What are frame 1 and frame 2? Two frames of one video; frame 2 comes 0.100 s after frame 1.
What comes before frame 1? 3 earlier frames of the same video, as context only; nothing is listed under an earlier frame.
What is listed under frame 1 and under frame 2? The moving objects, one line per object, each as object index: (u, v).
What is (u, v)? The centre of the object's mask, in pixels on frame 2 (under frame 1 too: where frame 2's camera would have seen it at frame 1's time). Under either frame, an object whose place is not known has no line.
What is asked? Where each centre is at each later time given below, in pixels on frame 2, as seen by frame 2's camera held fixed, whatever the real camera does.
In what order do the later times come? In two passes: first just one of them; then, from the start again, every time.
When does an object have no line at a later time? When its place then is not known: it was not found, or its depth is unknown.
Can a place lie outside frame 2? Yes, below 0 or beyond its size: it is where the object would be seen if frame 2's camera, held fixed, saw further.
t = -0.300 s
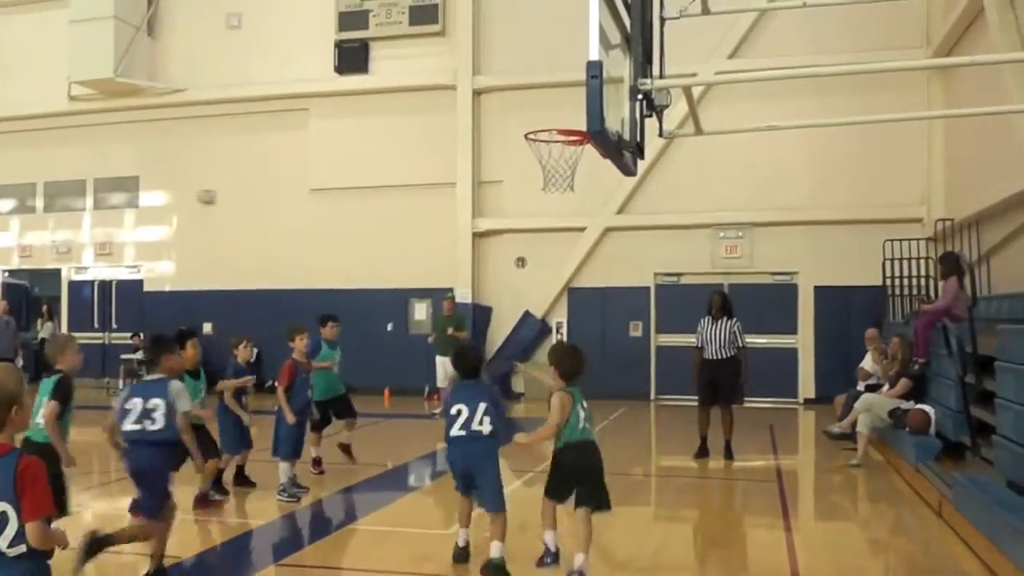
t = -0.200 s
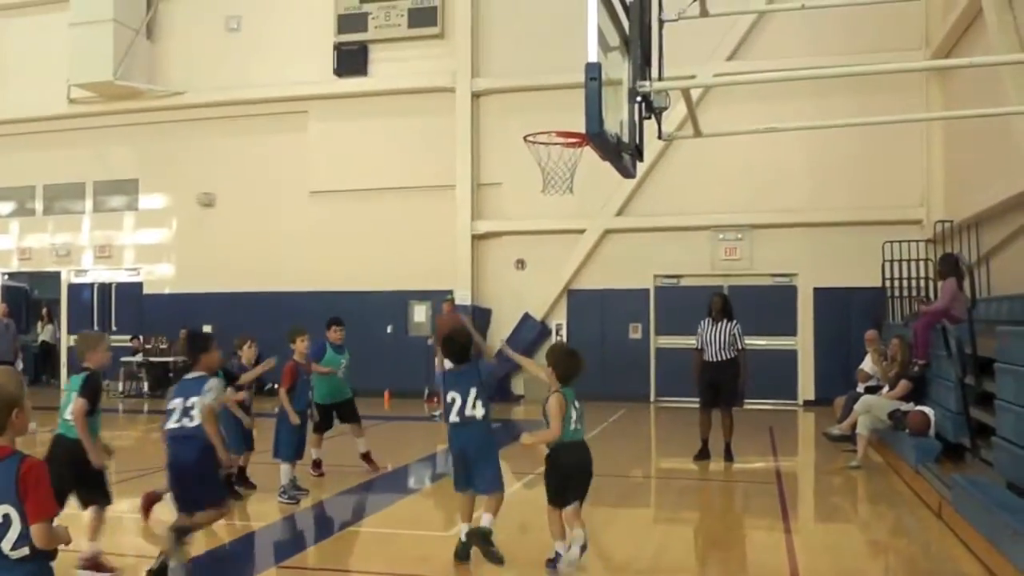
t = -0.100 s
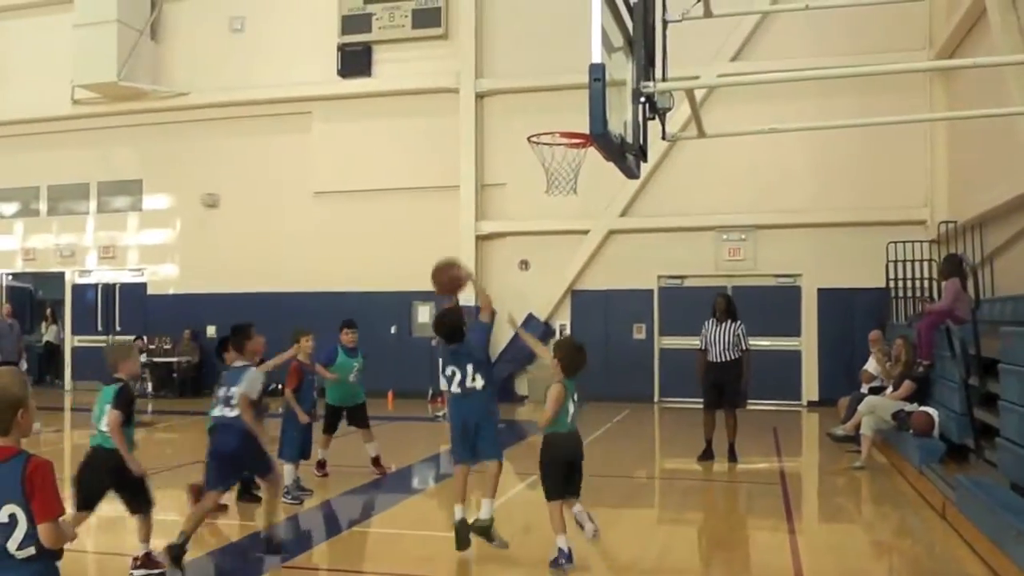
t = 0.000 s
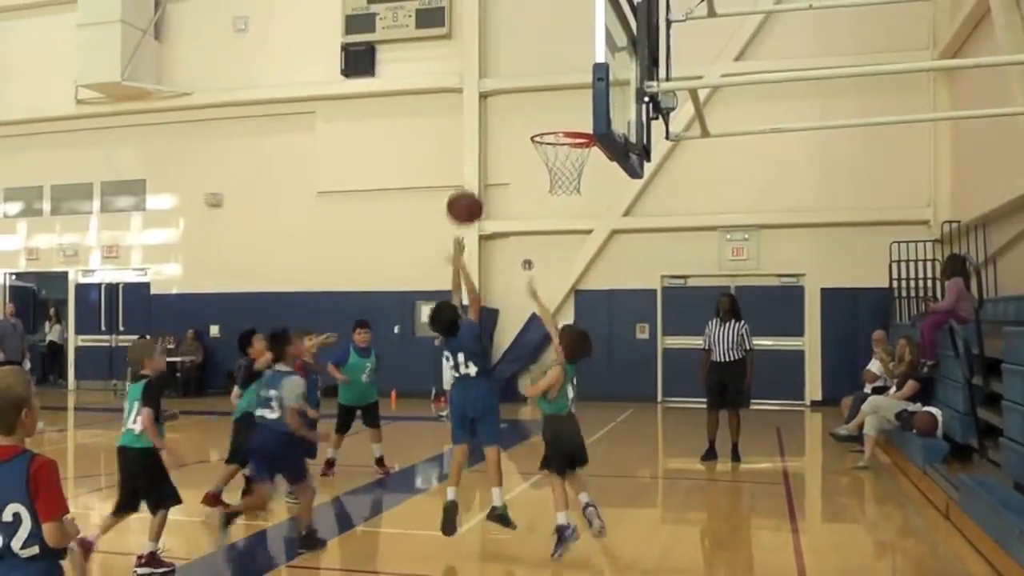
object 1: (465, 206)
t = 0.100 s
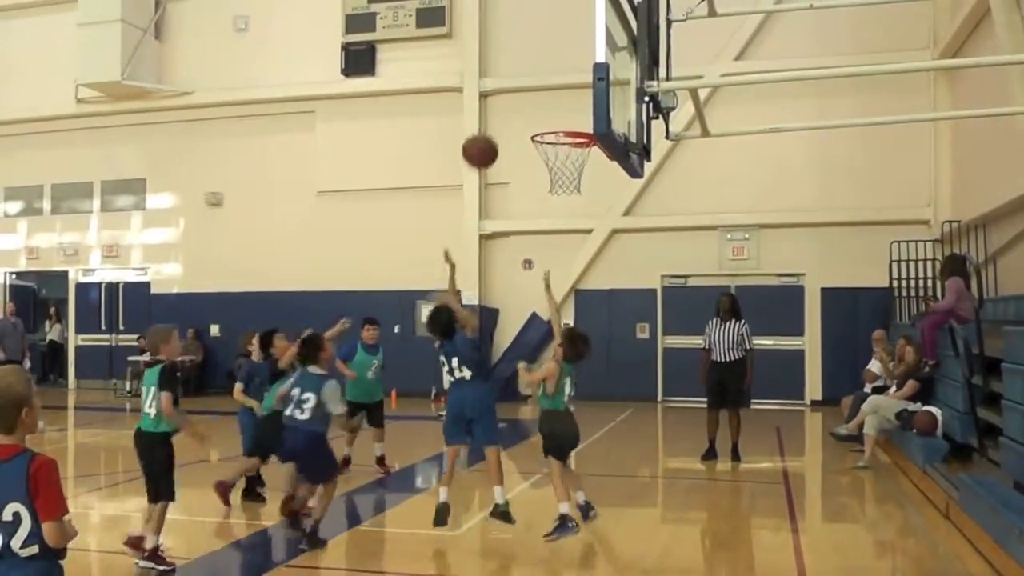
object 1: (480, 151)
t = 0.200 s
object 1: (495, 112)
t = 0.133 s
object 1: (485, 136)
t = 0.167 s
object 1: (490, 123)
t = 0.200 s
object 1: (495, 112)
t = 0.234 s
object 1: (501, 102)
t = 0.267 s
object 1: (505, 94)
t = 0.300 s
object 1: (511, 88)
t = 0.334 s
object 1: (515, 84)
